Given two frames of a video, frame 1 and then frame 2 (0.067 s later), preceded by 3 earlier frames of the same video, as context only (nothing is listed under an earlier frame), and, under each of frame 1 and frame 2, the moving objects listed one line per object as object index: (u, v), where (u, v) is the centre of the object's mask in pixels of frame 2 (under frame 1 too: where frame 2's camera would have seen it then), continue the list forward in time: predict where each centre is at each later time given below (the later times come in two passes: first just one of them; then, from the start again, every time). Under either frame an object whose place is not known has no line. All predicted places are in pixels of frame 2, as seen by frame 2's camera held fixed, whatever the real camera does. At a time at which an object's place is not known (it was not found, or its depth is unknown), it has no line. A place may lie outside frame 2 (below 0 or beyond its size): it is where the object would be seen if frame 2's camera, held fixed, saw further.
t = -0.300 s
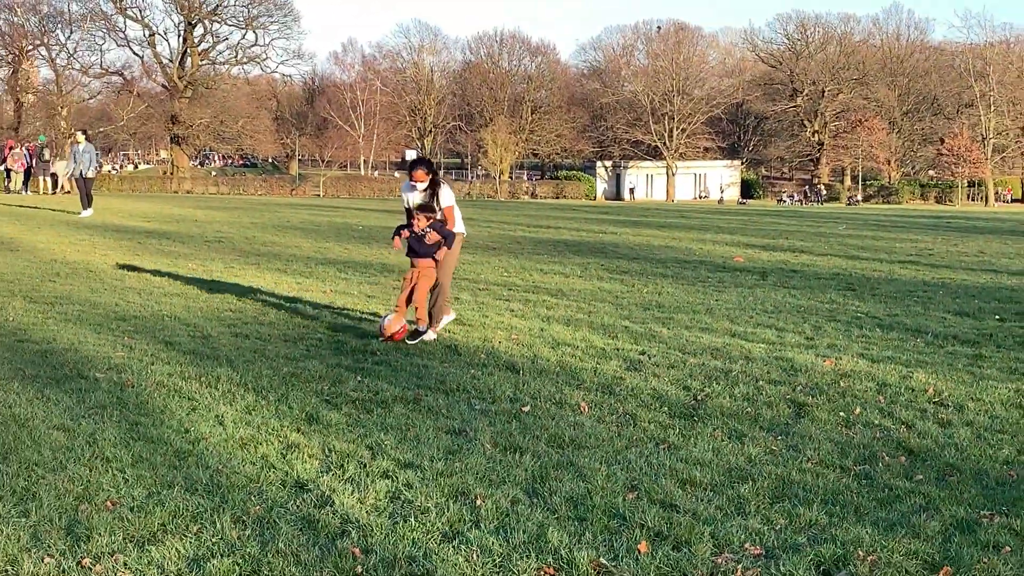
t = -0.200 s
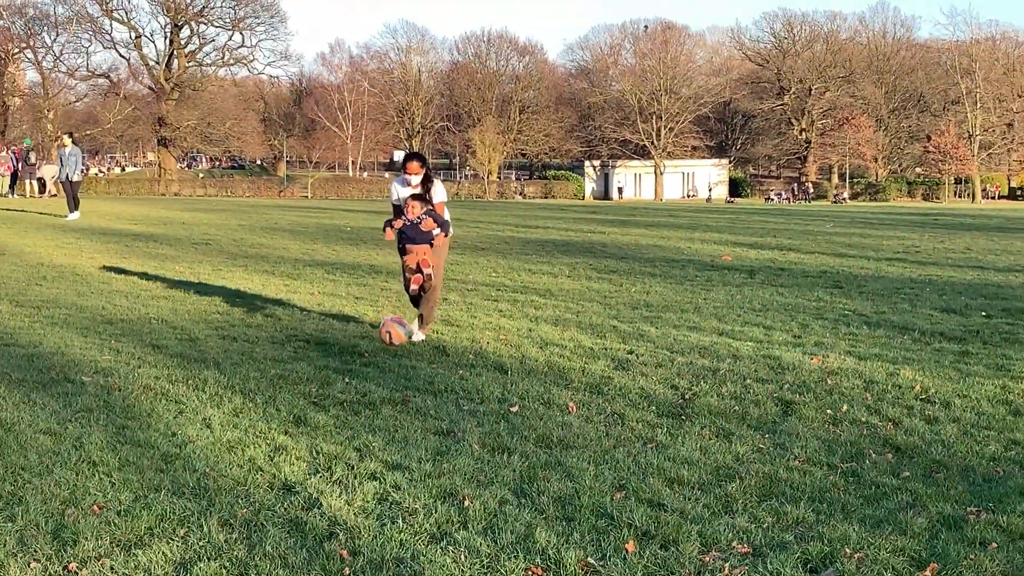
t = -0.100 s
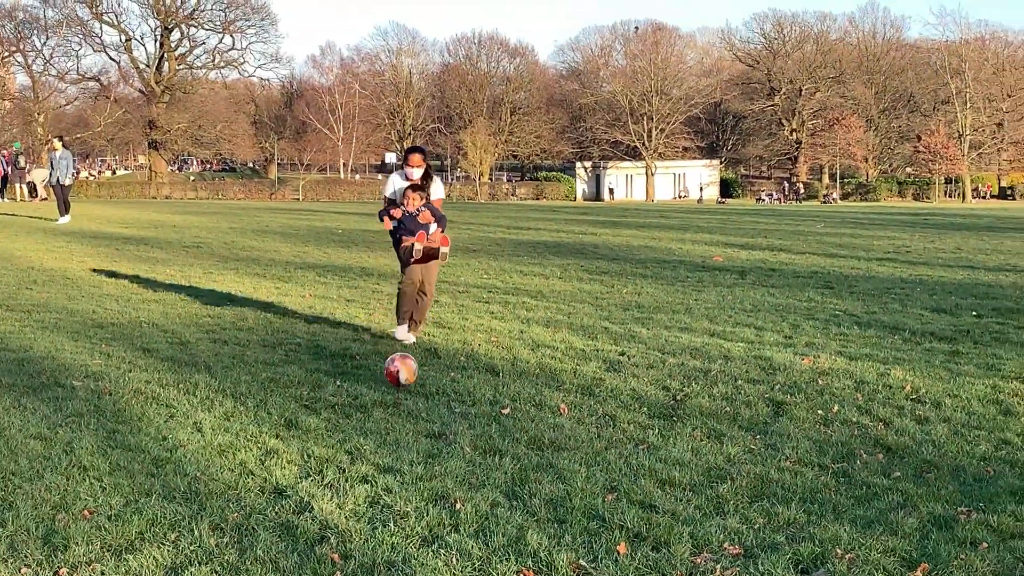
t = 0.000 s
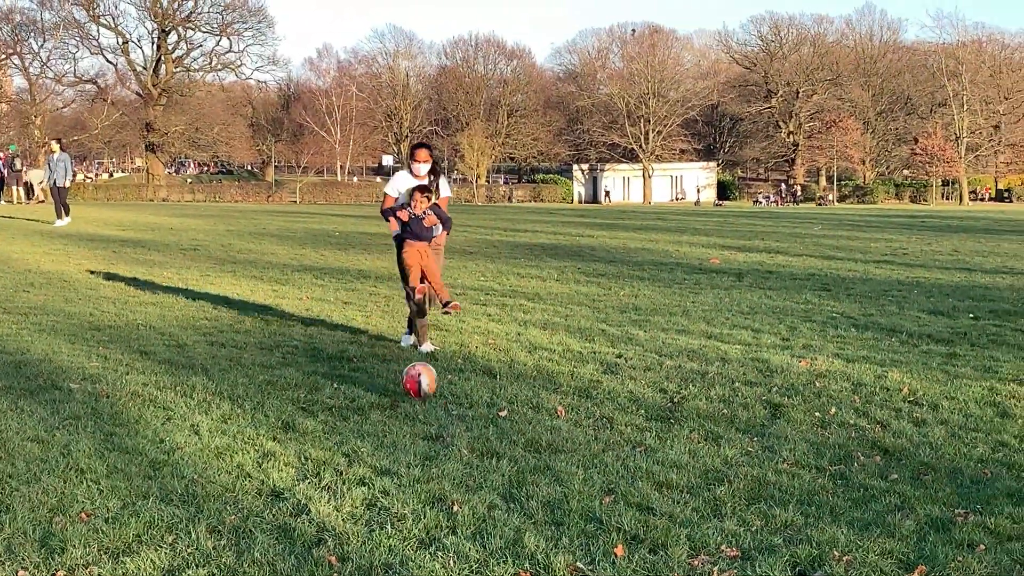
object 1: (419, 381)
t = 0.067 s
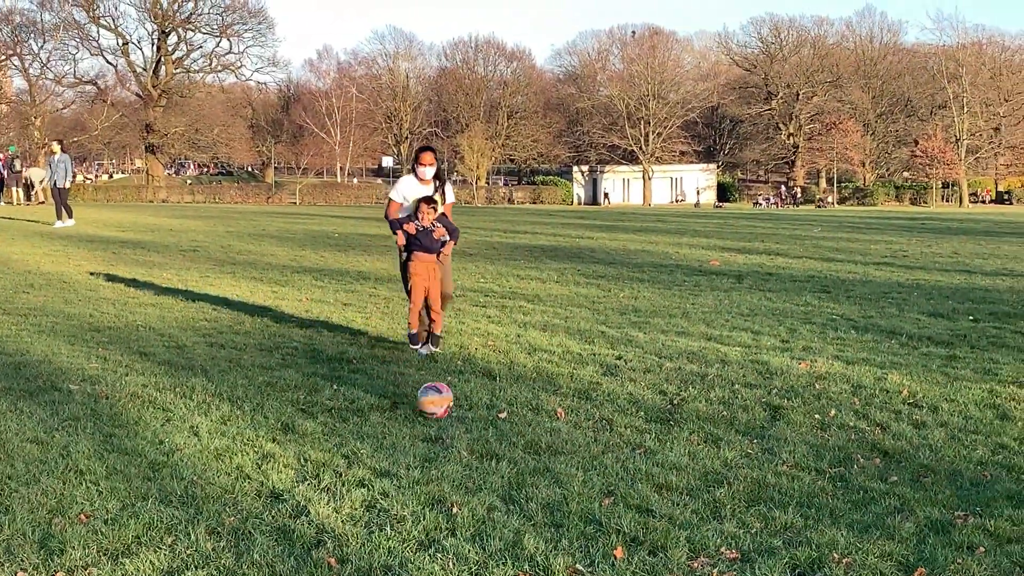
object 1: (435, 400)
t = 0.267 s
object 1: (499, 425)
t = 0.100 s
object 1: (445, 405)
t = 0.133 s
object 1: (453, 413)
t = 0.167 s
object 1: (463, 413)
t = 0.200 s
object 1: (474, 415)
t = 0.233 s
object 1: (487, 422)
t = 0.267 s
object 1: (499, 425)
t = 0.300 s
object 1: (516, 428)
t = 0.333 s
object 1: (530, 434)
